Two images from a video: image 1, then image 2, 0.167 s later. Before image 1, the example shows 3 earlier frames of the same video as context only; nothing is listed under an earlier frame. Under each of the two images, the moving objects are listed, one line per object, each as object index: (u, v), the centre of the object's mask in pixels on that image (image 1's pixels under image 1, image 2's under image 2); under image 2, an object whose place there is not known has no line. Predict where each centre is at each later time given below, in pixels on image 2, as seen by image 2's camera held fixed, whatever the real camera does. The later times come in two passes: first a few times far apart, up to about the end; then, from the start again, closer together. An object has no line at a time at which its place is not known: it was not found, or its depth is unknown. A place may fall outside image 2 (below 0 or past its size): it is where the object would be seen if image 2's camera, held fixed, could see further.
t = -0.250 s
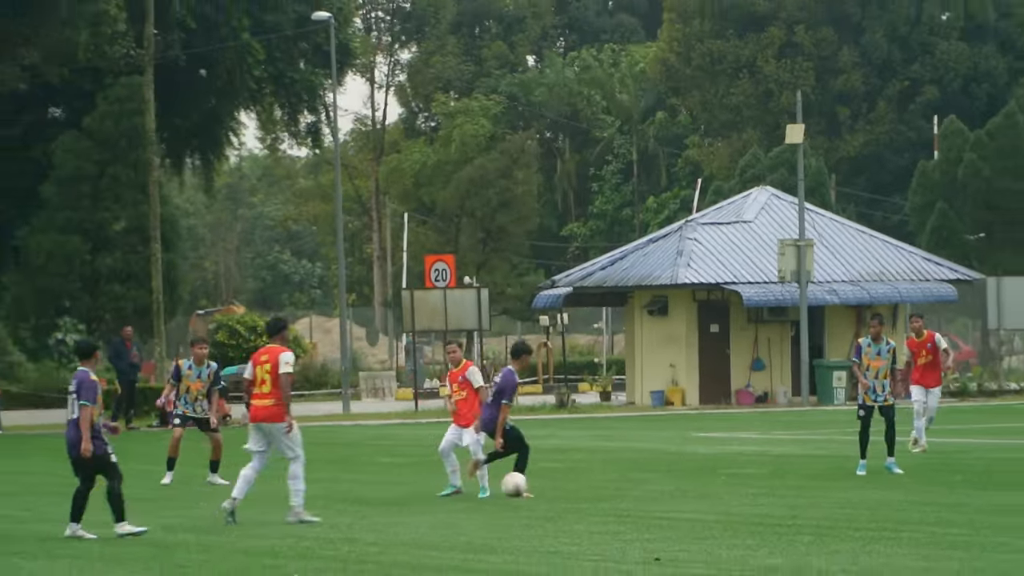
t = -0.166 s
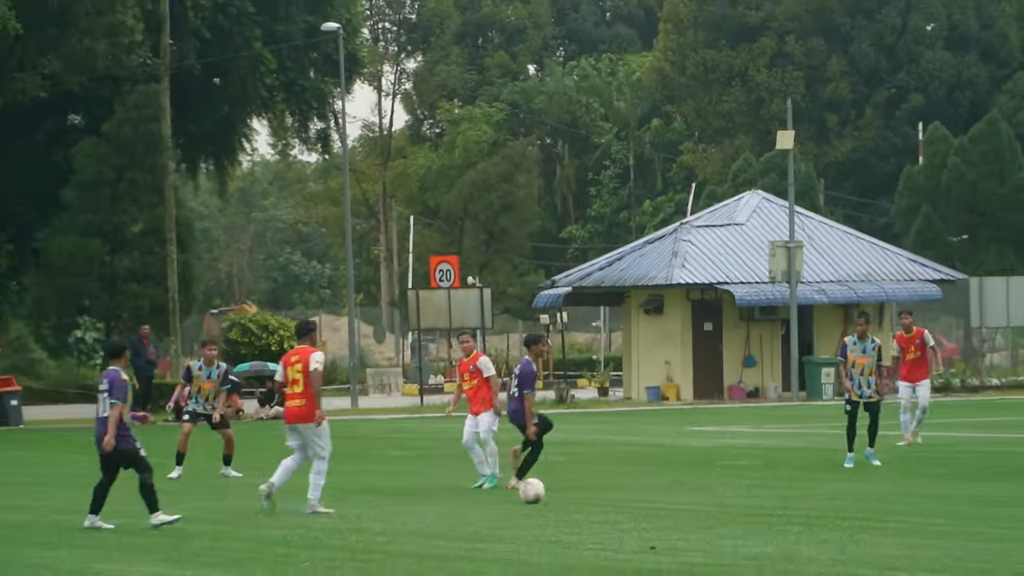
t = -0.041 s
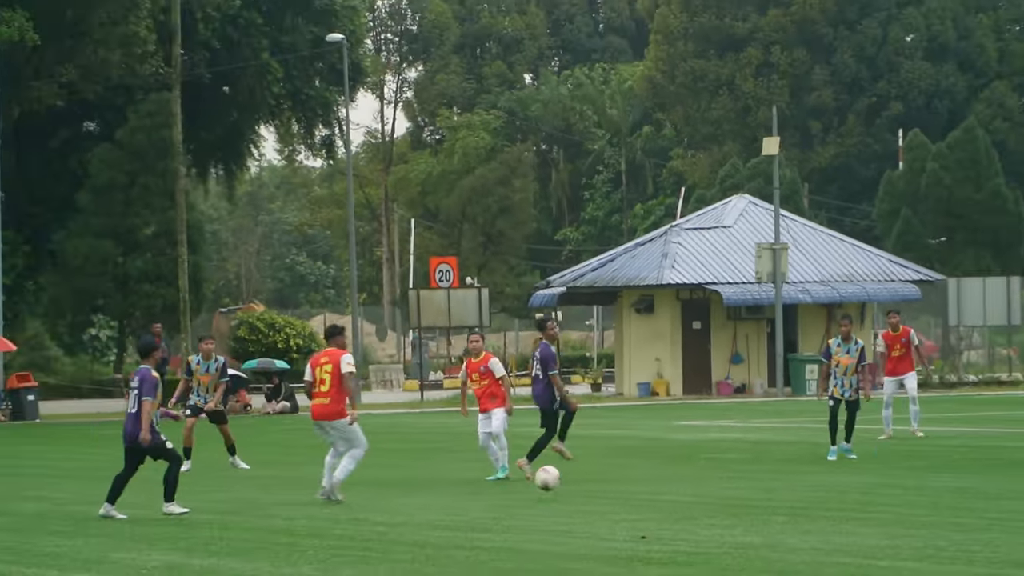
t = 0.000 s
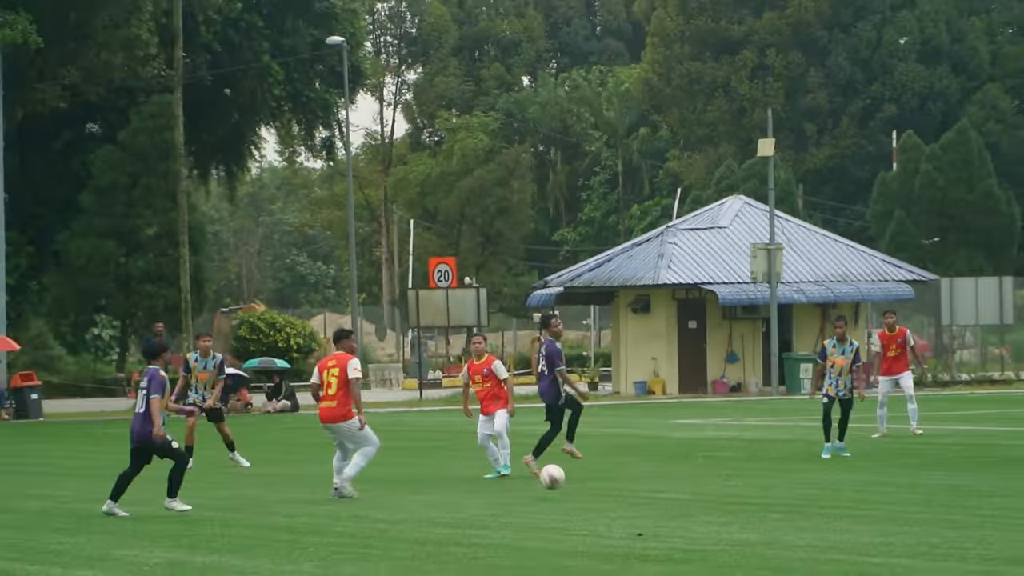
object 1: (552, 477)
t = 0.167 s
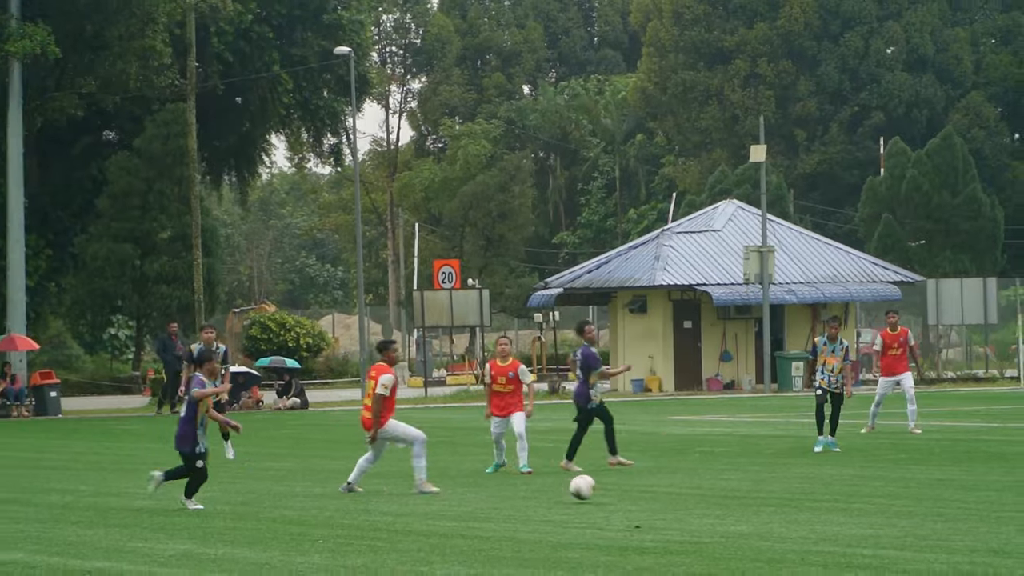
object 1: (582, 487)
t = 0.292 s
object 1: (602, 487)
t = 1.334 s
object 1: (846, 554)
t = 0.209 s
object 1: (589, 485)
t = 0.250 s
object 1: (594, 485)
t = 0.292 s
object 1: (602, 487)
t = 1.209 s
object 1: (803, 547)
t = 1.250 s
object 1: (817, 546)
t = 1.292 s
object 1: (833, 548)
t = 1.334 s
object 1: (846, 554)
